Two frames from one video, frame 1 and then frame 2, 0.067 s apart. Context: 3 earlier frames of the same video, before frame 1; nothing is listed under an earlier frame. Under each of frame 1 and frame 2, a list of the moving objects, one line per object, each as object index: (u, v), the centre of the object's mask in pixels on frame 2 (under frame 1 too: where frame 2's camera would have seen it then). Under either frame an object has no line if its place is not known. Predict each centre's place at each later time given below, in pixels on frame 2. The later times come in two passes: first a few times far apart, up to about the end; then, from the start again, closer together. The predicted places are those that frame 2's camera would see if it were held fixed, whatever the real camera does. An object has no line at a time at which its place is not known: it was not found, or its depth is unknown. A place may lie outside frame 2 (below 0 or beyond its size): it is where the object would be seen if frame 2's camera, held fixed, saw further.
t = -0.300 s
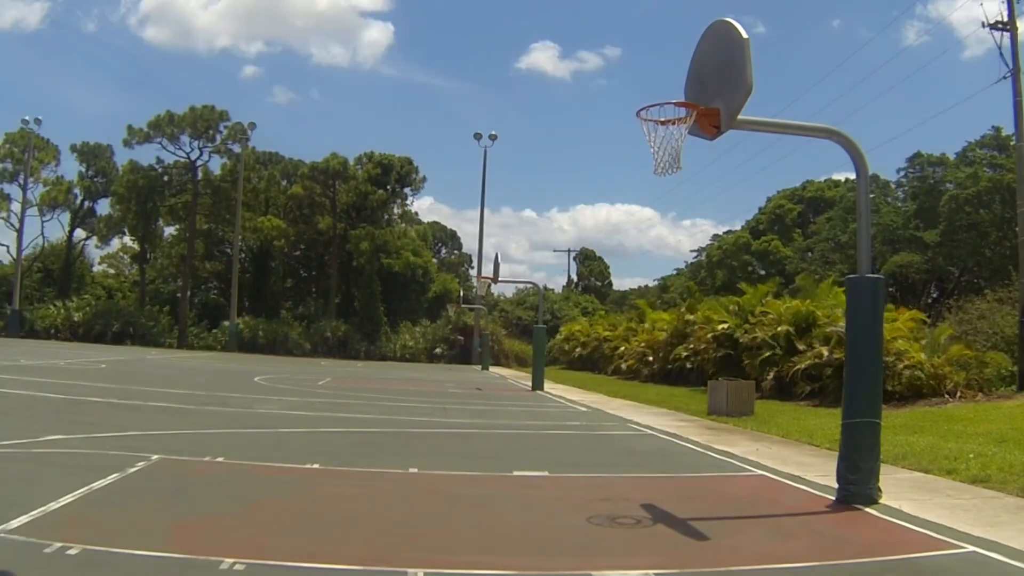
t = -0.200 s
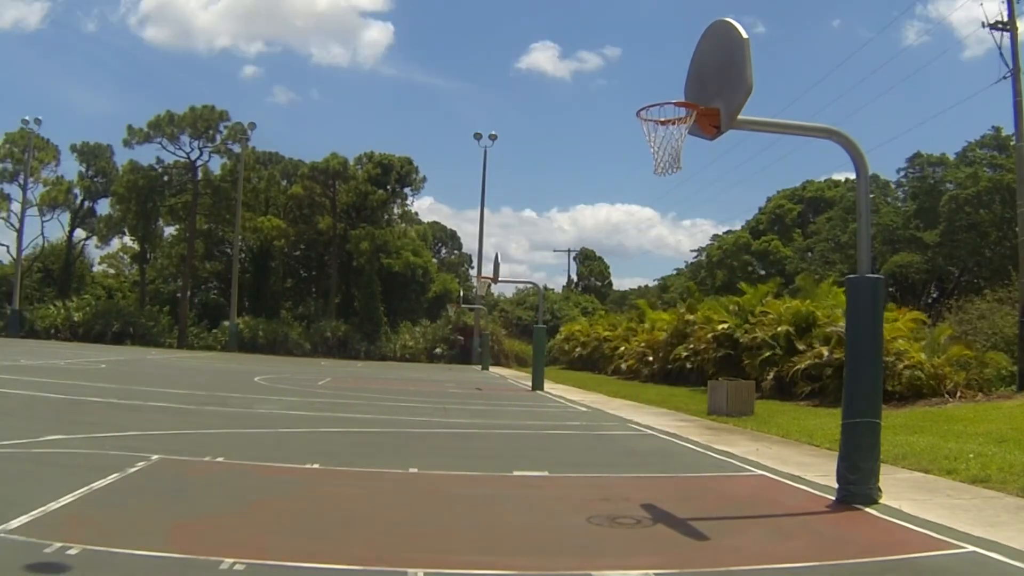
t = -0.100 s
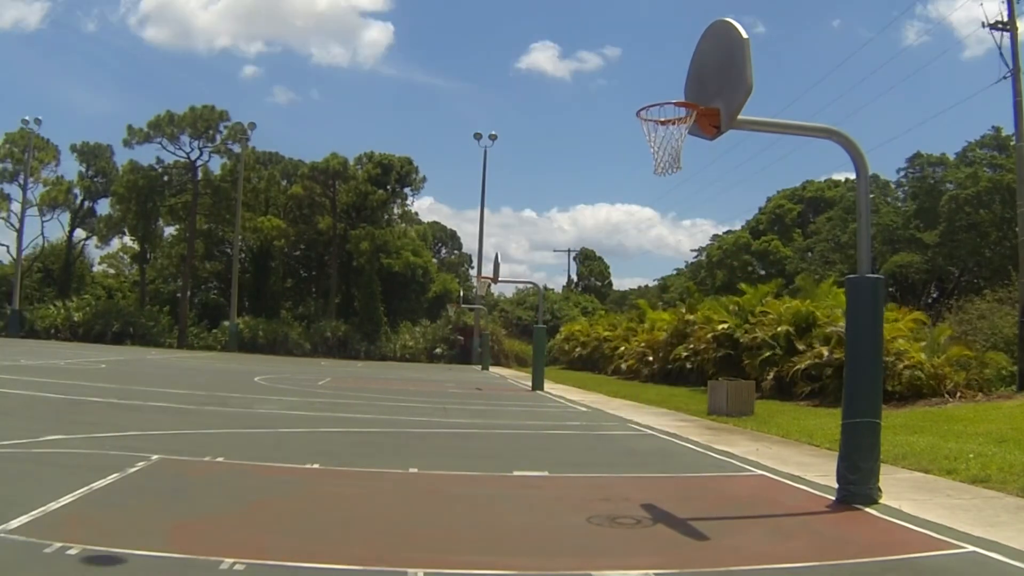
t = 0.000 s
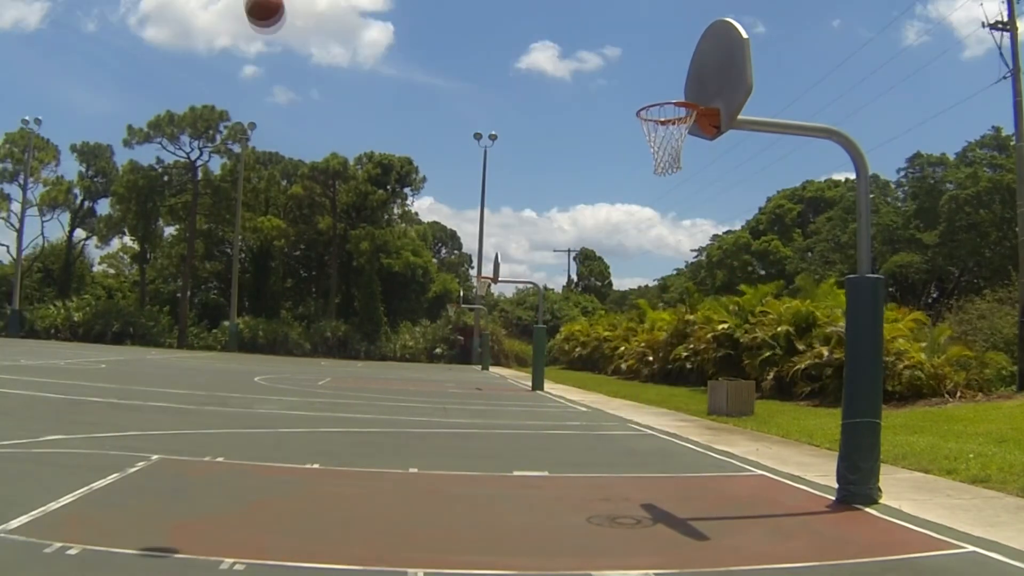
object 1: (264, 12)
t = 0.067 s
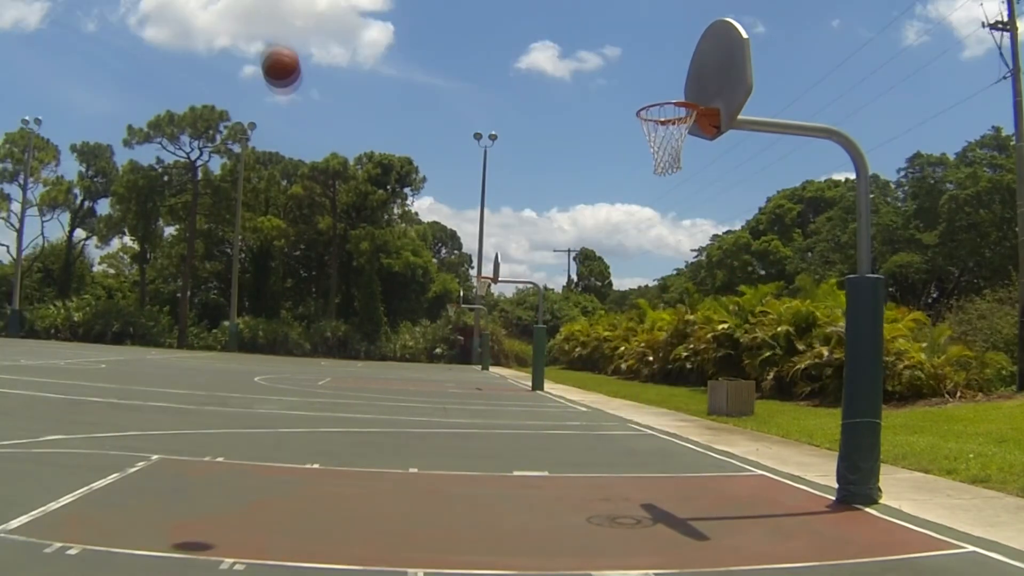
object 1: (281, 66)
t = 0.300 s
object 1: (340, 321)
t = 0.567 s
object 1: (392, 395)
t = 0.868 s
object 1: (430, 196)
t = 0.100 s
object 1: (289, 99)
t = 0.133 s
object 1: (297, 133)
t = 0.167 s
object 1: (306, 168)
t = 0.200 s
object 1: (314, 205)
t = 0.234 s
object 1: (324, 243)
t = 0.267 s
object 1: (331, 282)
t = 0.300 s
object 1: (340, 321)
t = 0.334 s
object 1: (348, 356)
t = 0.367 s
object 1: (355, 398)
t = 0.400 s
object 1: (364, 439)
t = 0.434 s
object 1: (372, 479)
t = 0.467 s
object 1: (379, 490)
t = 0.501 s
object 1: (383, 456)
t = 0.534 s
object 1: (387, 425)
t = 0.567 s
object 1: (392, 395)
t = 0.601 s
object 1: (396, 367)
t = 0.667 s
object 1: (405, 313)
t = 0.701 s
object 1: (410, 291)
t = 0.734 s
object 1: (414, 269)
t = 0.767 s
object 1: (418, 247)
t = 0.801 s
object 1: (421, 229)
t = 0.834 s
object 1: (425, 212)
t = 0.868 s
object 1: (430, 196)
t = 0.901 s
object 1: (433, 183)
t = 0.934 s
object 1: (436, 171)
